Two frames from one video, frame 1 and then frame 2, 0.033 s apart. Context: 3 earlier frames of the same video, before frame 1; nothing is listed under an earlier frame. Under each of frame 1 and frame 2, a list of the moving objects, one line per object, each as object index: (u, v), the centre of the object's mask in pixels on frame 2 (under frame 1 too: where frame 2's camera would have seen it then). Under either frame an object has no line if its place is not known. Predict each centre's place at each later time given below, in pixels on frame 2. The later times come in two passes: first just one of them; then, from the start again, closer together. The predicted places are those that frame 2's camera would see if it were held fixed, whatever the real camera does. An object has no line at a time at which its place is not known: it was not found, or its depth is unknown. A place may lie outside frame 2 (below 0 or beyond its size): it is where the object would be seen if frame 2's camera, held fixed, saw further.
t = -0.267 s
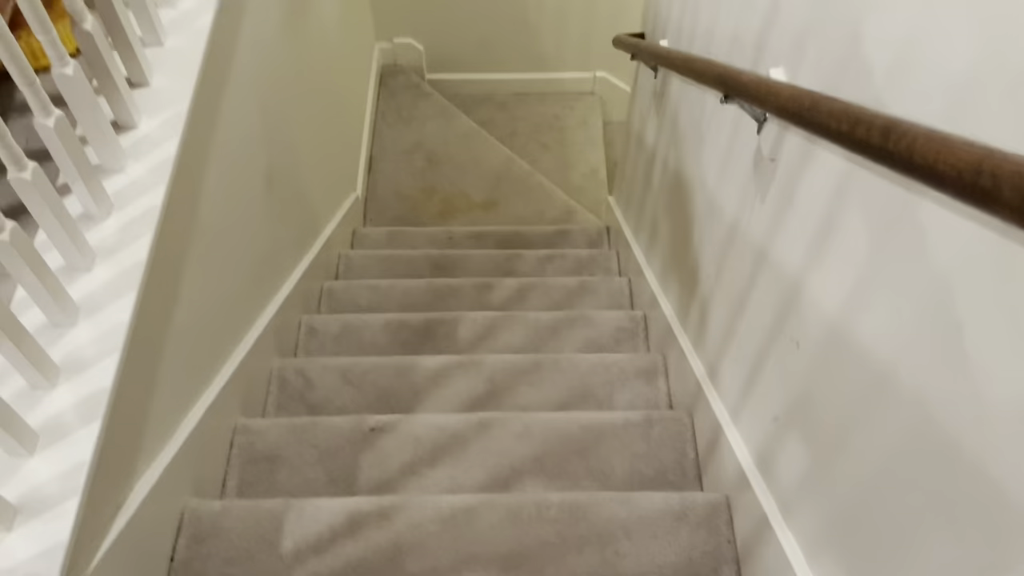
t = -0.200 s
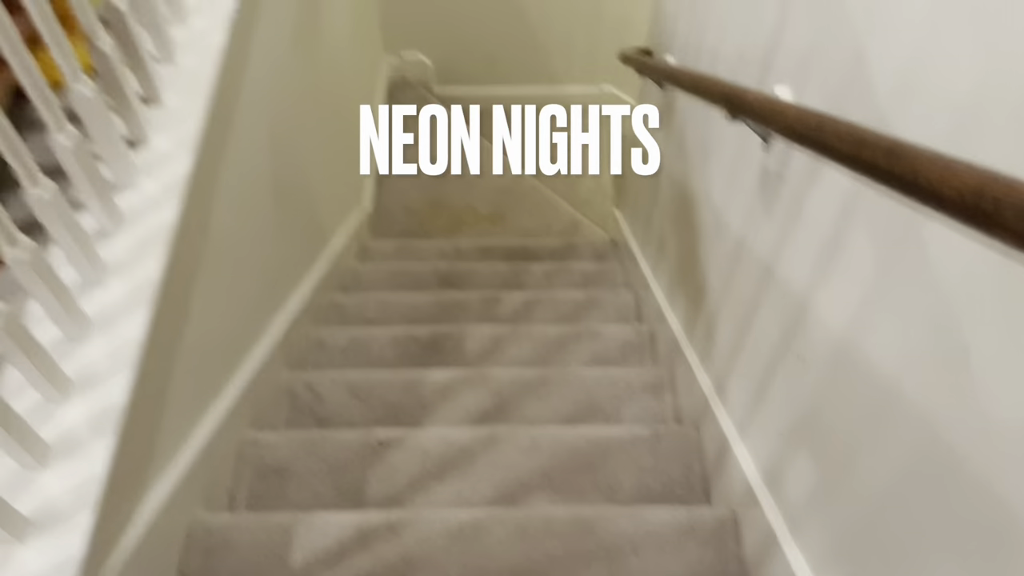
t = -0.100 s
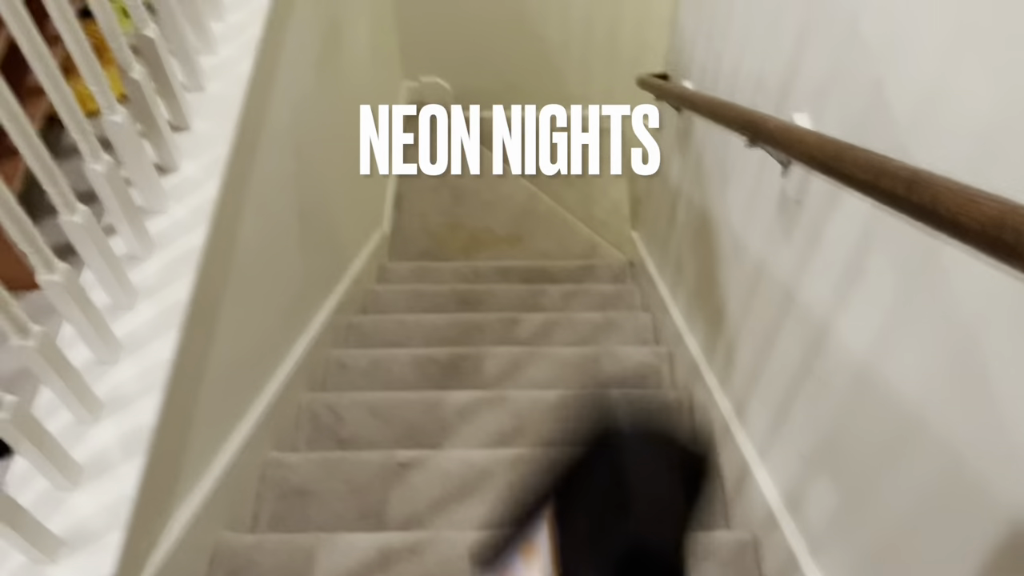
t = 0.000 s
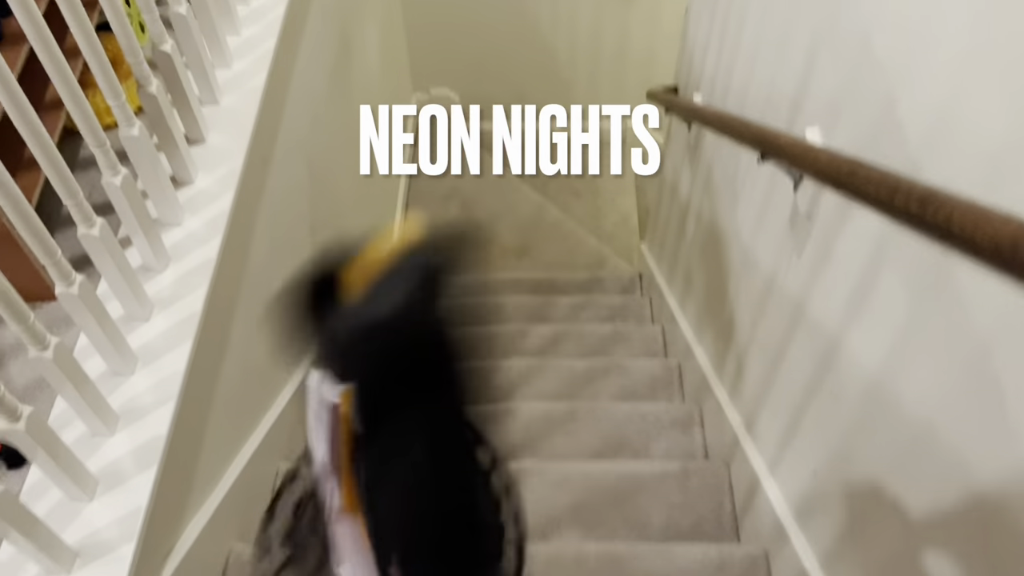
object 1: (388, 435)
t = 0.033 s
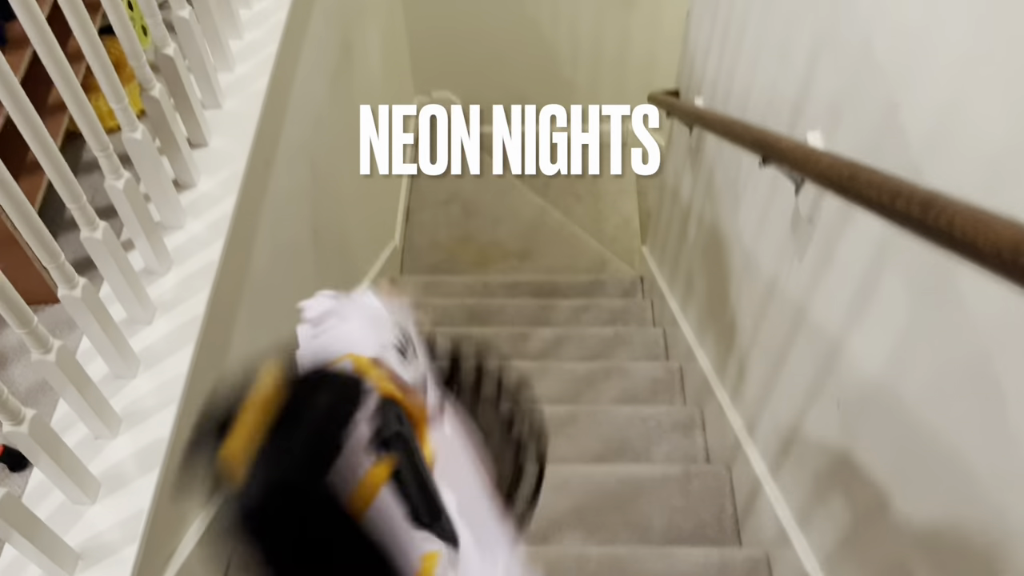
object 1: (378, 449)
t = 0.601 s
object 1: (568, 283)
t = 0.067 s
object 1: (400, 422)
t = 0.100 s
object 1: (426, 381)
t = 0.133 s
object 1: (444, 343)
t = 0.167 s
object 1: (460, 316)
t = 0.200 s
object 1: (474, 291)
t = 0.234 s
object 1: (492, 264)
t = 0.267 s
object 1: (506, 256)
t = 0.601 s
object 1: (568, 283)
